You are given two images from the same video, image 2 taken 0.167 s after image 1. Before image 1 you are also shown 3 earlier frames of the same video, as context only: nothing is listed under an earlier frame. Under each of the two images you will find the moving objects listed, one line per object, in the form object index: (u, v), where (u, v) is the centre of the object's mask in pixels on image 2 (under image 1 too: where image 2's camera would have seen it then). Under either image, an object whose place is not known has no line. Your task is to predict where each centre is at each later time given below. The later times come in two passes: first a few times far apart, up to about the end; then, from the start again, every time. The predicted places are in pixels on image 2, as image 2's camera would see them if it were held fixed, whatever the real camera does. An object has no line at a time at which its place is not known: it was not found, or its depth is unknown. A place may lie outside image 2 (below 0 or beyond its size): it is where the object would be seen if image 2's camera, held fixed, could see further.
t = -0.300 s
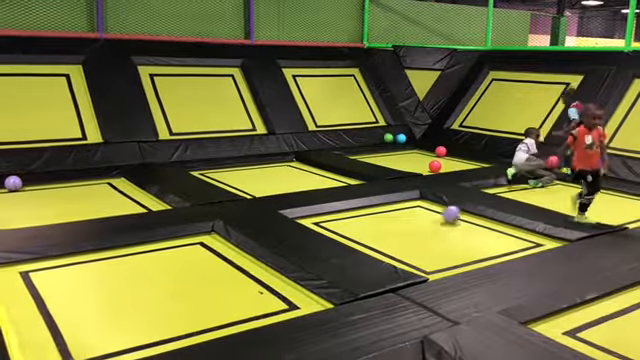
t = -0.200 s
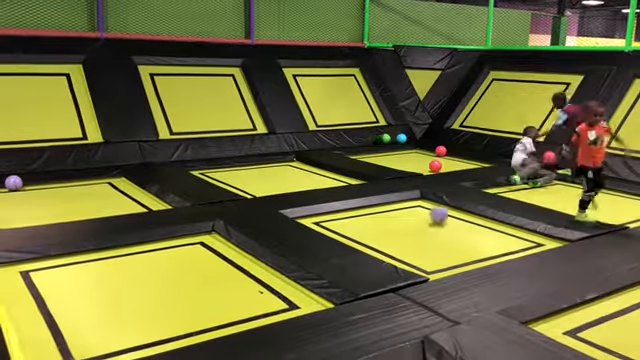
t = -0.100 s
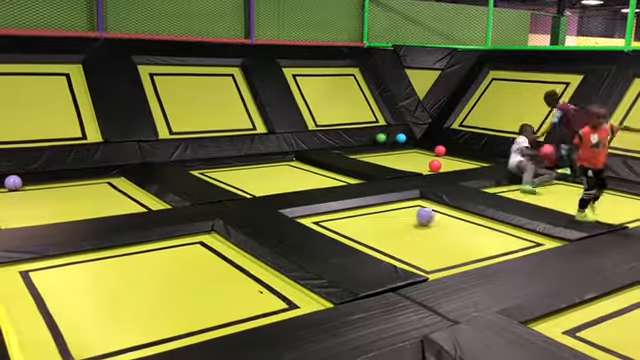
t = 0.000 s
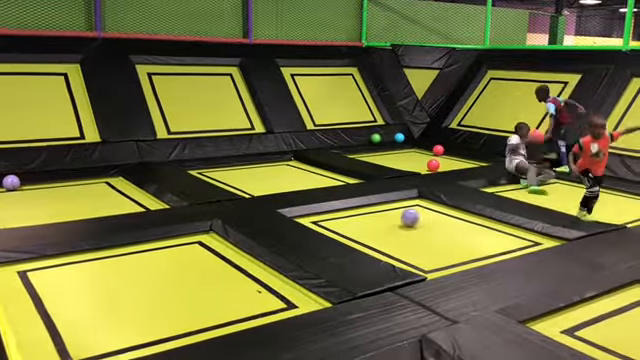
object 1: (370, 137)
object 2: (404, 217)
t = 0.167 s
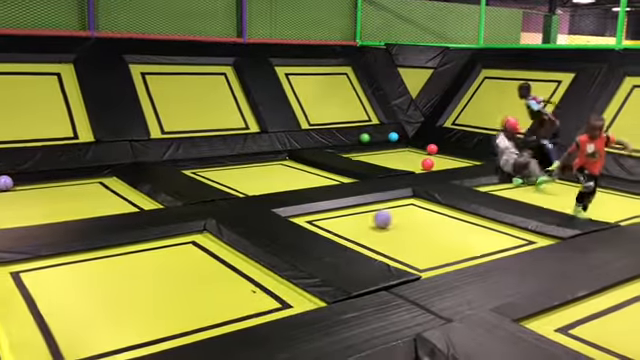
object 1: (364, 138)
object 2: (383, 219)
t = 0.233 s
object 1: (363, 138)
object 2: (373, 220)
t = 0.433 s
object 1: (358, 138)
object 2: (347, 223)
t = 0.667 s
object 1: (350, 139)
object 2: (319, 223)
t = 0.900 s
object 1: (344, 139)
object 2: (316, 221)
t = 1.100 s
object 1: (340, 140)
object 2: (321, 222)
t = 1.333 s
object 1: (336, 140)
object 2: (328, 219)
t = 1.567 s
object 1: (333, 141)
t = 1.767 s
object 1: (331, 141)
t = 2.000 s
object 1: (328, 141)
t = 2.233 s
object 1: (327, 141)
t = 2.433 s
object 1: (327, 141)
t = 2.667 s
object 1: (327, 141)
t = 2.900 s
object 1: (327, 141)
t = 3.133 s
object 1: (327, 141)
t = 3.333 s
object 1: (327, 141)
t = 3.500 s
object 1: (327, 141)
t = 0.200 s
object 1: (363, 138)
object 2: (378, 220)
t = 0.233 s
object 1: (363, 138)
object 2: (373, 220)
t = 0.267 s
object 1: (362, 138)
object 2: (369, 221)
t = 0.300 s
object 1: (360, 138)
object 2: (365, 221)
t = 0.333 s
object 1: (360, 138)
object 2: (360, 221)
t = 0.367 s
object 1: (359, 138)
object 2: (356, 222)
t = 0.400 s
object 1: (358, 138)
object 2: (352, 222)
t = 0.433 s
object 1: (358, 138)
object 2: (347, 223)
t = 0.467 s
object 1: (356, 138)
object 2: (343, 223)
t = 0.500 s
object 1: (355, 138)
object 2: (339, 224)
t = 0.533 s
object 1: (354, 138)
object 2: (335, 224)
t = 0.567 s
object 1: (353, 139)
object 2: (331, 224)
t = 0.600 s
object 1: (353, 138)
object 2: (326, 224)
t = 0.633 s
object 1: (352, 139)
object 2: (322, 224)
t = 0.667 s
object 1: (350, 139)
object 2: (319, 223)
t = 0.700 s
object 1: (350, 139)
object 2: (318, 220)
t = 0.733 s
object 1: (349, 139)
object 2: (318, 219)
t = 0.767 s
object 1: (348, 139)
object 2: (317, 219)
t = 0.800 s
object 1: (347, 139)
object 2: (317, 220)
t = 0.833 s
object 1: (346, 139)
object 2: (316, 220)
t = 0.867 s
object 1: (345, 139)
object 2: (316, 221)
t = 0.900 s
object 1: (344, 139)
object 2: (316, 221)
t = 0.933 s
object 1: (343, 139)
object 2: (316, 221)
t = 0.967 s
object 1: (343, 140)
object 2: (316, 223)
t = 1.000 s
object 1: (342, 140)
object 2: (316, 223)
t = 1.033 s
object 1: (341, 139)
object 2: (318, 223)
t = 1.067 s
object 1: (341, 140)
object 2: (318, 223)
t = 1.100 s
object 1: (340, 140)
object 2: (321, 222)
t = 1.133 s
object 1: (339, 140)
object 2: (322, 221)
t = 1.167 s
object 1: (338, 140)
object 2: (322, 221)
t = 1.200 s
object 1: (338, 140)
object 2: (323, 221)
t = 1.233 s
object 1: (337, 140)
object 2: (325, 220)
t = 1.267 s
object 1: (337, 140)
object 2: (325, 220)
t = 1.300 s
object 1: (336, 140)
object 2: (326, 220)
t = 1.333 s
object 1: (336, 140)
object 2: (328, 219)
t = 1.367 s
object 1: (336, 140)
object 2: (328, 219)
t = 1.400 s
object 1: (335, 140)
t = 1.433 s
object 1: (335, 140)
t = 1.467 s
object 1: (334, 140)
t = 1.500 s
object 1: (334, 140)
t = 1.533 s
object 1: (333, 140)
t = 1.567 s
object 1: (333, 141)
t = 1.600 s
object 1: (332, 140)
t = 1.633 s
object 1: (332, 141)
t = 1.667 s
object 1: (332, 141)
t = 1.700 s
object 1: (331, 141)
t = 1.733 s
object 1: (331, 141)
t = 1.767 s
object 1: (331, 141)
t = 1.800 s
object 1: (330, 141)
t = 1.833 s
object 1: (330, 141)
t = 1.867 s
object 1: (330, 140)
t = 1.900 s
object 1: (329, 141)
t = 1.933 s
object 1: (329, 141)
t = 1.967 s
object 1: (328, 141)
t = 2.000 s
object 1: (328, 141)
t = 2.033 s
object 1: (328, 141)
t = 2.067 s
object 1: (328, 141)
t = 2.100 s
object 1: (328, 141)
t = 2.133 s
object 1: (328, 141)
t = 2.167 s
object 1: (328, 141)
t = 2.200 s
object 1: (328, 141)
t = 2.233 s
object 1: (327, 141)
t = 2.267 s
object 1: (327, 141)
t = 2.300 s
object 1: (327, 141)
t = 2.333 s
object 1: (327, 141)
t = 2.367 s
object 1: (327, 141)
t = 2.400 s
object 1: (327, 141)
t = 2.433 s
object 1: (327, 141)
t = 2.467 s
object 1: (327, 141)
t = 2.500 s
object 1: (327, 141)
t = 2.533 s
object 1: (327, 141)
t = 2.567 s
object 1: (327, 141)
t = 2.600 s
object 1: (327, 141)
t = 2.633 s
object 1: (327, 141)
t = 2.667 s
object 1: (327, 141)
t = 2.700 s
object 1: (327, 141)
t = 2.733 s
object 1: (327, 141)
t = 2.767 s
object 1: (327, 141)
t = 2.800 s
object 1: (327, 141)
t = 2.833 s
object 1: (327, 141)
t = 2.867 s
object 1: (327, 141)
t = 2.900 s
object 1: (327, 141)
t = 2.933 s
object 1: (327, 141)
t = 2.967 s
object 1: (327, 141)
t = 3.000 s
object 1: (327, 141)
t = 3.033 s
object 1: (327, 141)
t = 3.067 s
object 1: (327, 141)
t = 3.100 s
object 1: (327, 141)
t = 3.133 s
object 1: (327, 141)
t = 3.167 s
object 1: (327, 141)
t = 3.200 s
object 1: (327, 141)
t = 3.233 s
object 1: (327, 141)
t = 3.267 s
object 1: (327, 141)
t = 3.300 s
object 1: (327, 141)
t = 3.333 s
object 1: (327, 141)
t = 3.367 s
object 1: (327, 141)
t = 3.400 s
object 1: (327, 141)
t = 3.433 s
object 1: (327, 141)
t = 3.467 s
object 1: (327, 141)
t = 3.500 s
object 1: (327, 141)
